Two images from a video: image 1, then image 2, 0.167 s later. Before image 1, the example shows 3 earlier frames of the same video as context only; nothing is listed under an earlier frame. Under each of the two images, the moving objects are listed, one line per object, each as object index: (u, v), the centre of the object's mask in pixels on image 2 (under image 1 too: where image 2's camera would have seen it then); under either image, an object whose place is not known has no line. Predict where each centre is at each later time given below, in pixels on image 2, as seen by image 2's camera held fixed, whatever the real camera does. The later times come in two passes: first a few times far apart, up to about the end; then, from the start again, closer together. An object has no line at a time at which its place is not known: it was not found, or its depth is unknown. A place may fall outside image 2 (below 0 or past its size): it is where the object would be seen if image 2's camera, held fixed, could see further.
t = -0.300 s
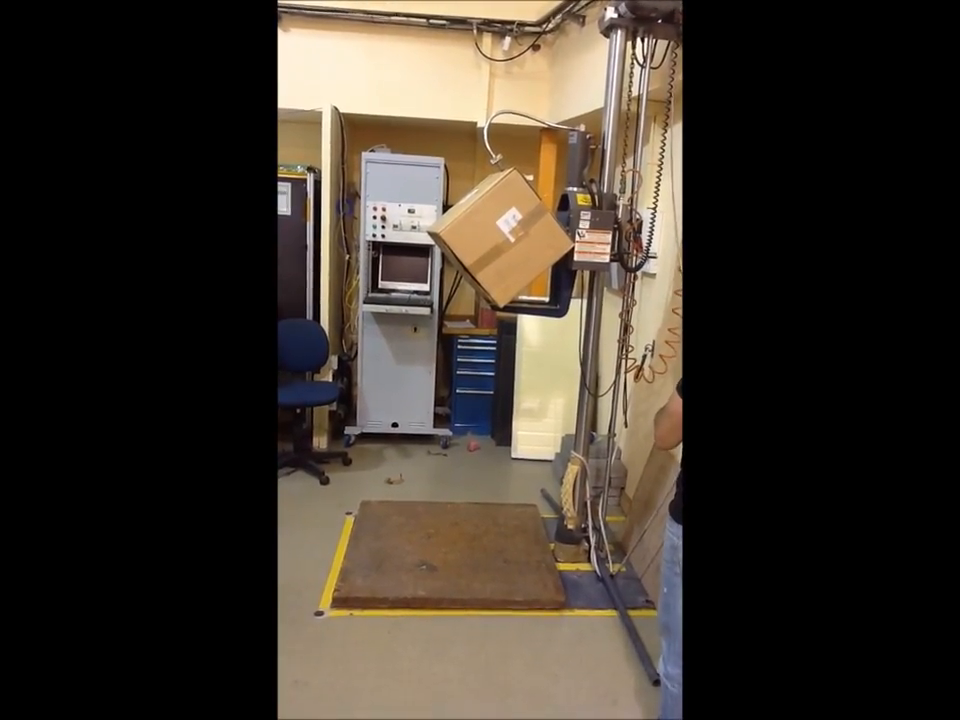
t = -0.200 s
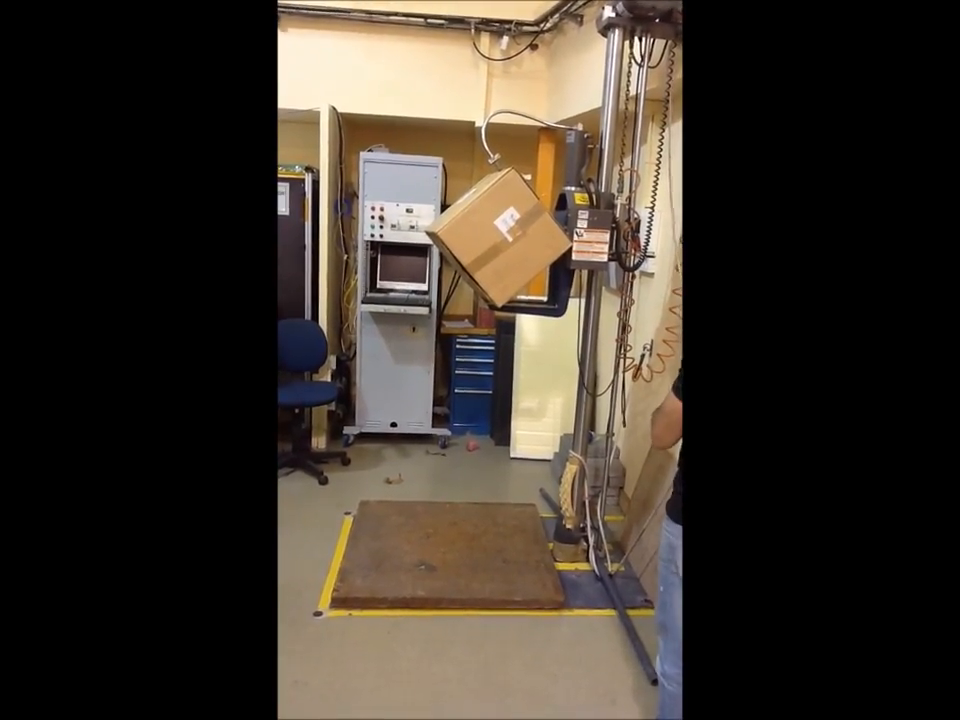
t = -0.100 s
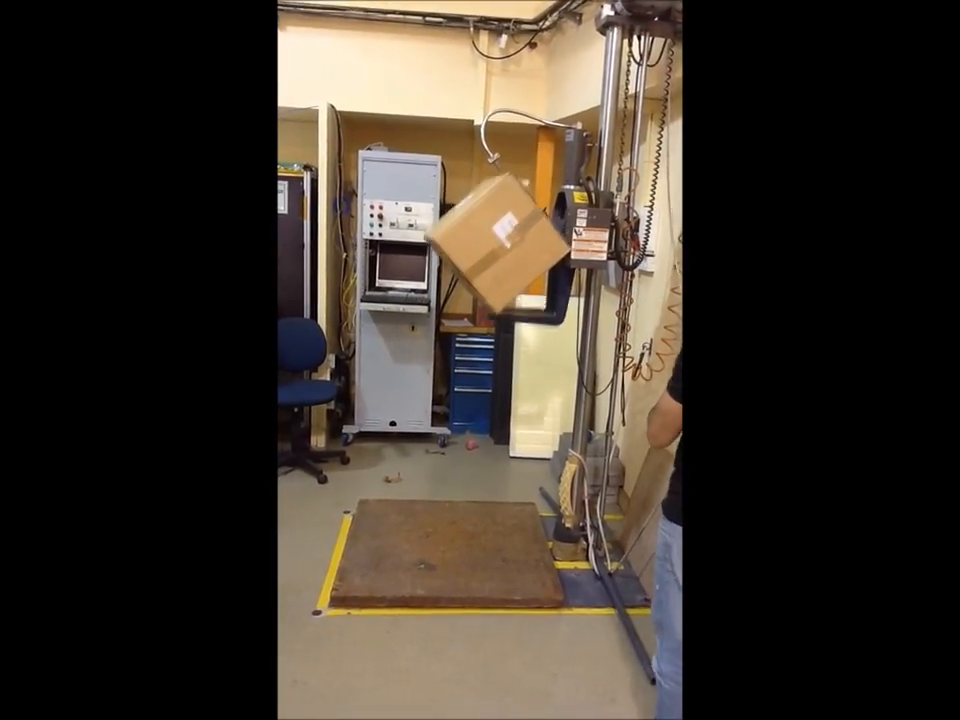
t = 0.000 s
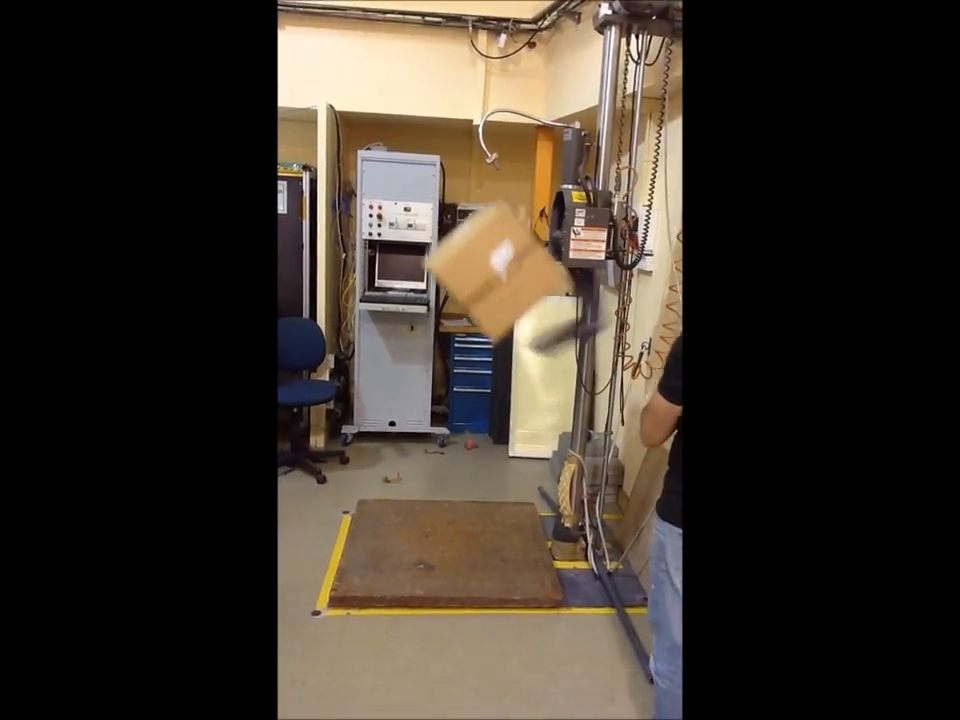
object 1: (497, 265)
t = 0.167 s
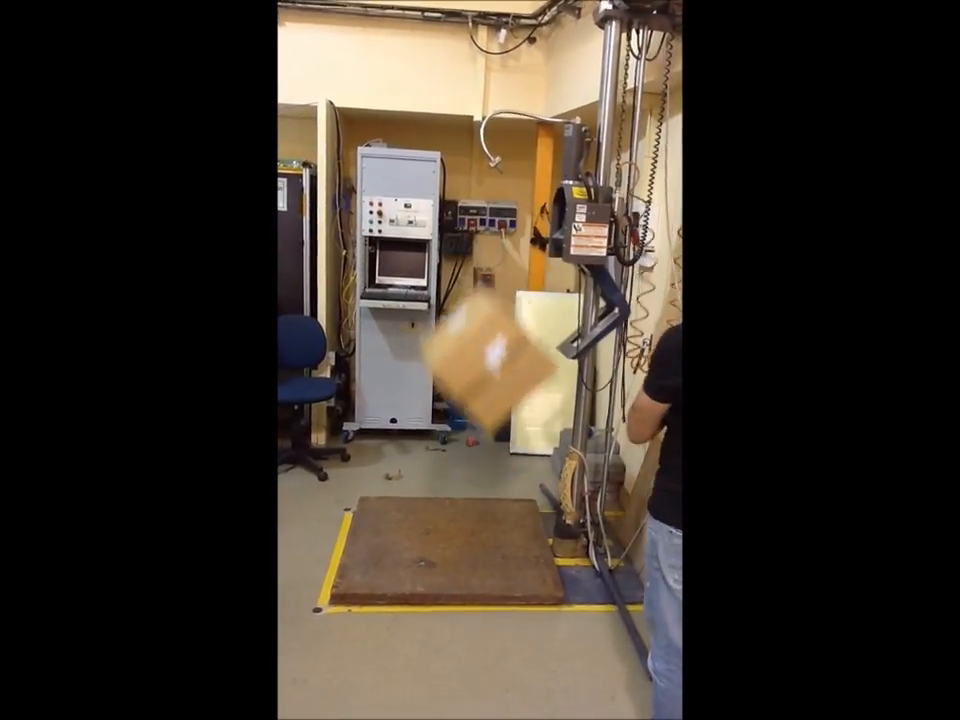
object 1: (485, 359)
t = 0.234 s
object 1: (479, 411)
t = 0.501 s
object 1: (470, 484)
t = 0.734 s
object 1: (453, 495)
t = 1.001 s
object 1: (422, 501)
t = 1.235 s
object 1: (422, 503)
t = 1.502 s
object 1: (420, 504)
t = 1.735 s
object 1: (420, 504)
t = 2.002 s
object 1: (420, 505)
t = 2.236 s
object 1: (422, 505)
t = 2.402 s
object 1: (423, 506)
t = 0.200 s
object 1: (482, 383)
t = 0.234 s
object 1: (479, 411)
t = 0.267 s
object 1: (478, 440)
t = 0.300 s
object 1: (476, 471)
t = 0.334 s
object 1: (477, 495)
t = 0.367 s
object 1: (475, 498)
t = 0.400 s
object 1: (474, 495)
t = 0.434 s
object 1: (472, 490)
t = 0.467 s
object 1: (471, 486)
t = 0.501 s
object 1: (470, 484)
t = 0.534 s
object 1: (469, 484)
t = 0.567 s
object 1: (466, 486)
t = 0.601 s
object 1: (464, 493)
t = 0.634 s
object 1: (461, 495)
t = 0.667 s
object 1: (458, 495)
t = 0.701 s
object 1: (456, 494)
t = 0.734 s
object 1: (453, 495)
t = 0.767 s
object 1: (450, 497)
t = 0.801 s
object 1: (446, 499)
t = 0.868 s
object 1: (441, 501)
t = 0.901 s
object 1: (435, 503)
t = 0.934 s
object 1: (429, 503)
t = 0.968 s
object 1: (426, 501)
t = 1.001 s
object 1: (422, 501)
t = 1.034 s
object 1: (420, 500)
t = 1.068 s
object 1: (419, 501)
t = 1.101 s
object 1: (418, 501)
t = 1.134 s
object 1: (419, 503)
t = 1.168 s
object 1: (420, 504)
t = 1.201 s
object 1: (421, 503)
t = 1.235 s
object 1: (422, 503)
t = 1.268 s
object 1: (422, 503)
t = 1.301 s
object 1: (421, 504)
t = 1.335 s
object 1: (420, 504)
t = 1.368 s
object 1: (419, 504)
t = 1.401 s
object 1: (419, 503)
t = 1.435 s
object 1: (419, 504)
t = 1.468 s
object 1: (420, 504)
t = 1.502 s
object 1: (420, 504)
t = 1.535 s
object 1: (420, 504)
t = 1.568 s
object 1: (420, 504)
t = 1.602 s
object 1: (419, 504)
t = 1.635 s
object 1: (419, 504)
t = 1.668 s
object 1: (419, 504)
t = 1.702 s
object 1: (419, 504)
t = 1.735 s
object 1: (420, 504)
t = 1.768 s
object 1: (420, 504)
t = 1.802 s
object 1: (419, 504)
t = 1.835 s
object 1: (419, 505)
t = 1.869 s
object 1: (419, 505)
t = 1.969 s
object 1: (420, 505)
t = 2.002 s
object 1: (420, 505)
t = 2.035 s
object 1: (420, 505)
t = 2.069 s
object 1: (421, 505)
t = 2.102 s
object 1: (421, 505)
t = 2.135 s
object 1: (421, 505)
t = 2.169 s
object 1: (421, 506)
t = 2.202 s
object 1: (421, 505)
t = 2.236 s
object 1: (422, 505)
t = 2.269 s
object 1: (422, 506)
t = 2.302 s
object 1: (422, 506)
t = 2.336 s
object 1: (423, 506)
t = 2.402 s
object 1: (423, 506)
